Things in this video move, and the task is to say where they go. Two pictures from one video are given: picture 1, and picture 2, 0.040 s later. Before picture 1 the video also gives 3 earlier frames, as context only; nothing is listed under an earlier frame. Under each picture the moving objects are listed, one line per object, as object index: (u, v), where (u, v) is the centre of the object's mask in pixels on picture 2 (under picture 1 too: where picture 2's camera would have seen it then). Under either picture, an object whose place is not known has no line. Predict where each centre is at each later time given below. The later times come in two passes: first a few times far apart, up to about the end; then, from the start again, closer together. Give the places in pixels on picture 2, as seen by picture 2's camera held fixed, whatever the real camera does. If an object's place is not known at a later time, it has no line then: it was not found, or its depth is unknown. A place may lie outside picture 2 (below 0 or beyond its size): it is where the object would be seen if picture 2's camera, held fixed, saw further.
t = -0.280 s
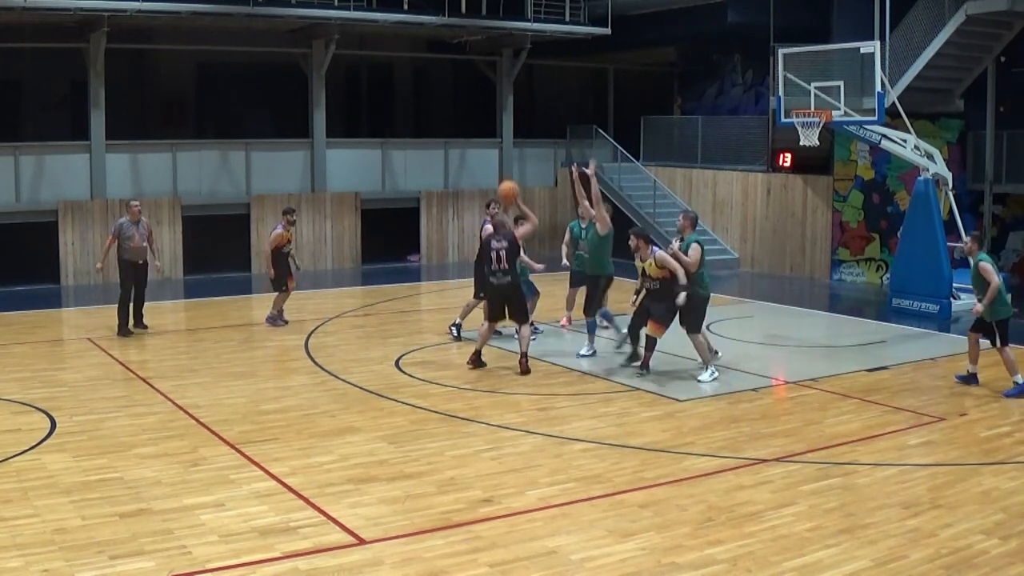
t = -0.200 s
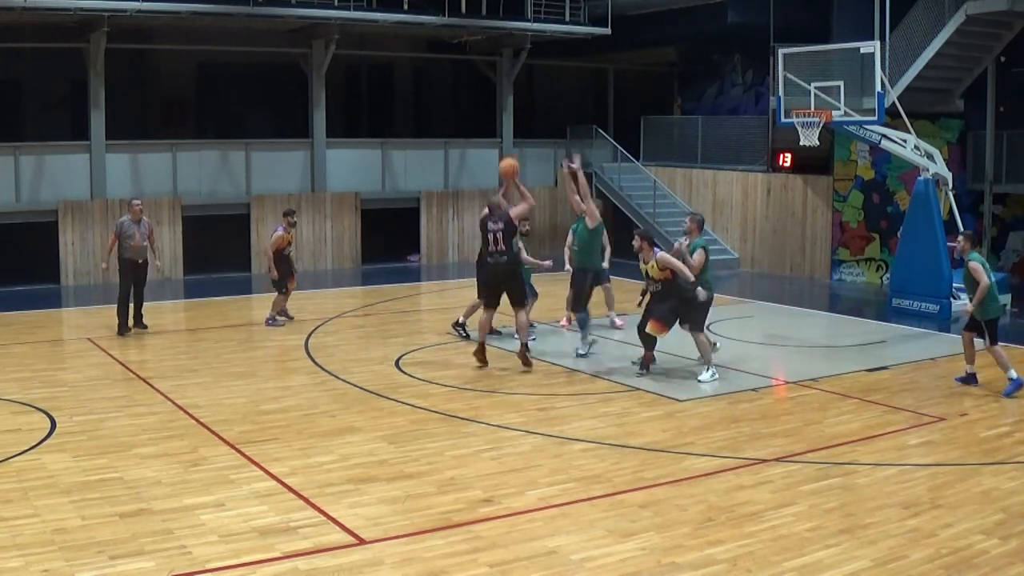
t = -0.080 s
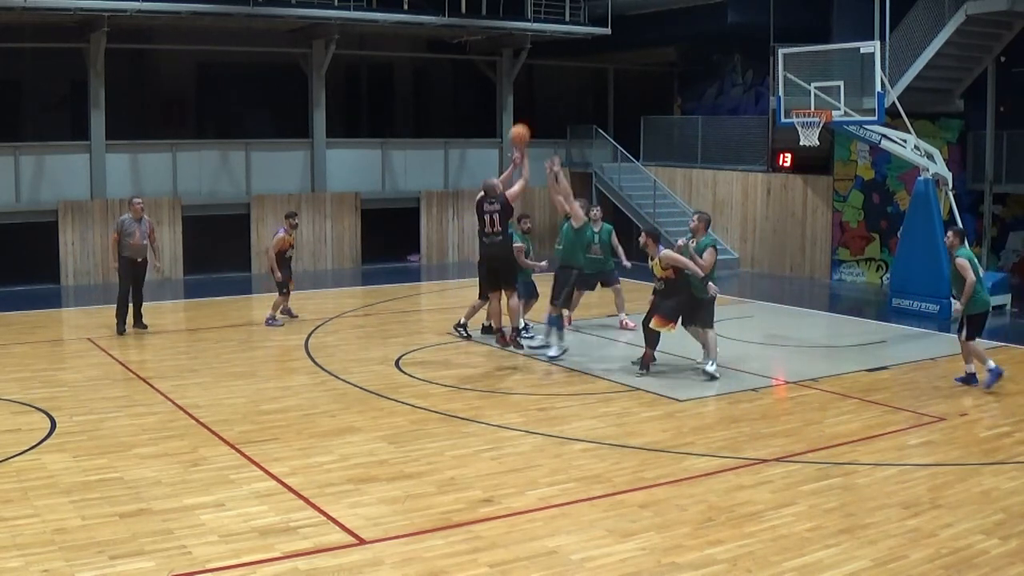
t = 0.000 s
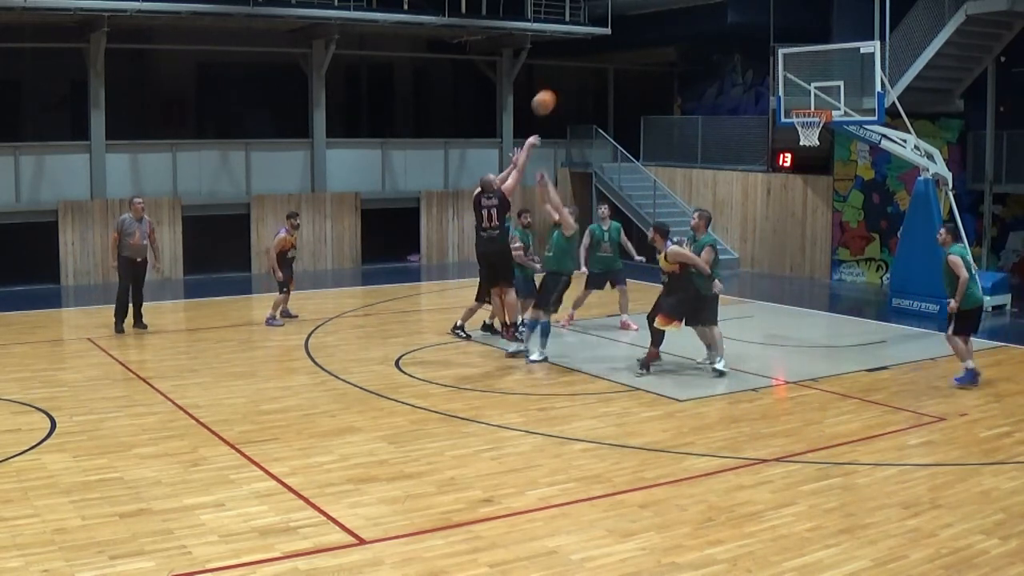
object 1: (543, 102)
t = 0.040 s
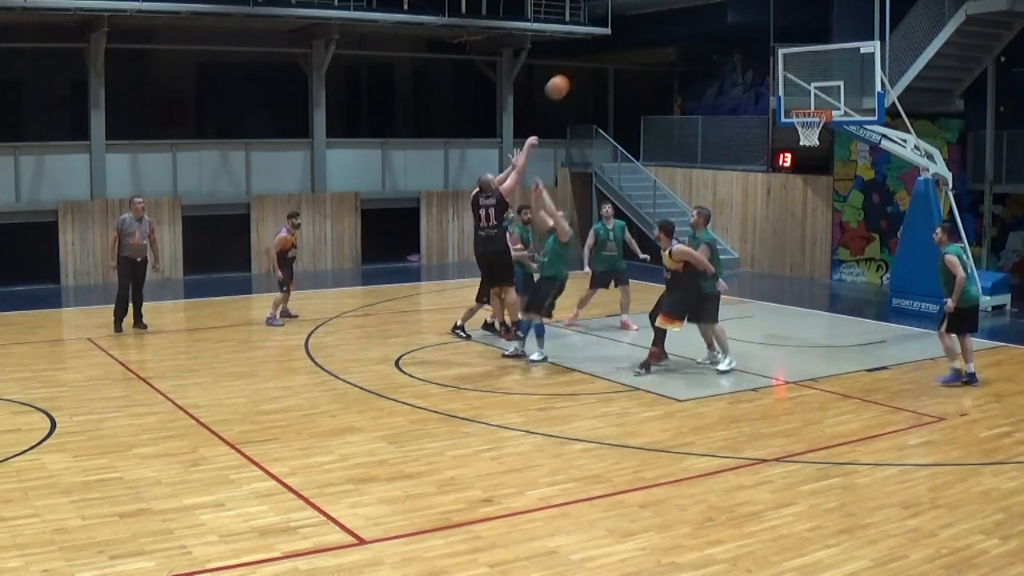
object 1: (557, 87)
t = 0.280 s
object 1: (635, 28)
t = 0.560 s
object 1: (715, 21)
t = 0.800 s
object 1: (776, 60)
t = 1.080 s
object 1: (795, 129)
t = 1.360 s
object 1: (799, 133)
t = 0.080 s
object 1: (571, 73)
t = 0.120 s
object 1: (584, 61)
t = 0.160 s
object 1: (597, 51)
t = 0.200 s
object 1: (610, 41)
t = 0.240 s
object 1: (623, 34)
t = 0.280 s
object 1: (635, 28)
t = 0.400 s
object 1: (670, 17)
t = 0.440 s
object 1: (682, 16)
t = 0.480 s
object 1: (693, 16)
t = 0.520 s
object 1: (704, 18)
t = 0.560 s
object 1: (715, 21)
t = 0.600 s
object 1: (726, 25)
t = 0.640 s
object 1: (736, 30)
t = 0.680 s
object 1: (747, 36)
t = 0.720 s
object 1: (757, 43)
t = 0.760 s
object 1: (767, 52)
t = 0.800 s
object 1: (776, 60)
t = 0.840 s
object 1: (786, 70)
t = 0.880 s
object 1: (796, 82)
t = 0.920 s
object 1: (804, 94)
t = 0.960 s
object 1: (813, 105)
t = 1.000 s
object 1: (807, 118)
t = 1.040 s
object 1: (799, 129)
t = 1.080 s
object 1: (795, 129)
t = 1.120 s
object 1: (793, 124)
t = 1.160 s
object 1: (793, 120)
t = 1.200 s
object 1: (792, 121)
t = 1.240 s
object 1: (793, 122)
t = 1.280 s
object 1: (795, 125)
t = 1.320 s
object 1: (797, 128)
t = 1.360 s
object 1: (799, 133)
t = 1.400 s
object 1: (799, 140)
